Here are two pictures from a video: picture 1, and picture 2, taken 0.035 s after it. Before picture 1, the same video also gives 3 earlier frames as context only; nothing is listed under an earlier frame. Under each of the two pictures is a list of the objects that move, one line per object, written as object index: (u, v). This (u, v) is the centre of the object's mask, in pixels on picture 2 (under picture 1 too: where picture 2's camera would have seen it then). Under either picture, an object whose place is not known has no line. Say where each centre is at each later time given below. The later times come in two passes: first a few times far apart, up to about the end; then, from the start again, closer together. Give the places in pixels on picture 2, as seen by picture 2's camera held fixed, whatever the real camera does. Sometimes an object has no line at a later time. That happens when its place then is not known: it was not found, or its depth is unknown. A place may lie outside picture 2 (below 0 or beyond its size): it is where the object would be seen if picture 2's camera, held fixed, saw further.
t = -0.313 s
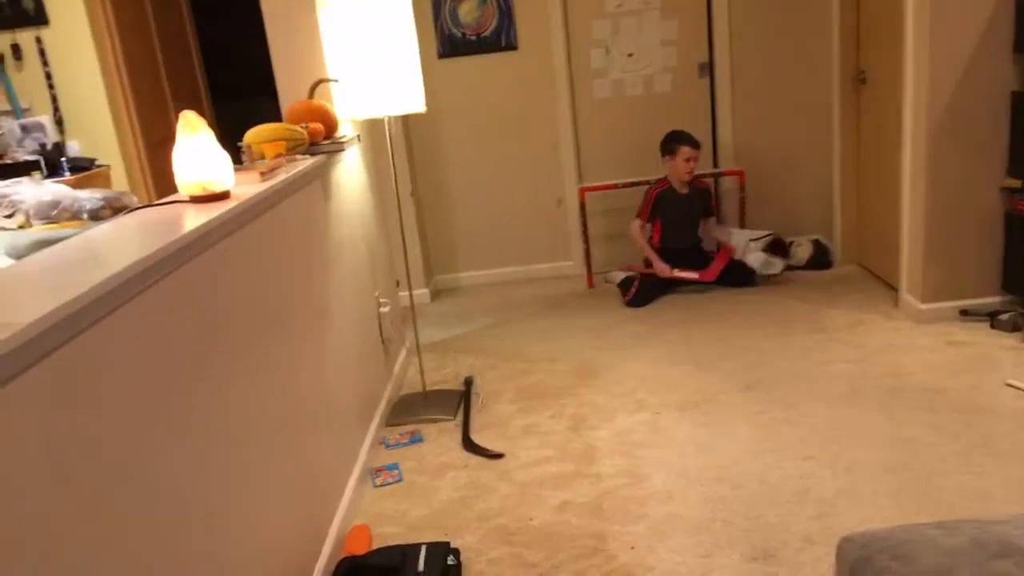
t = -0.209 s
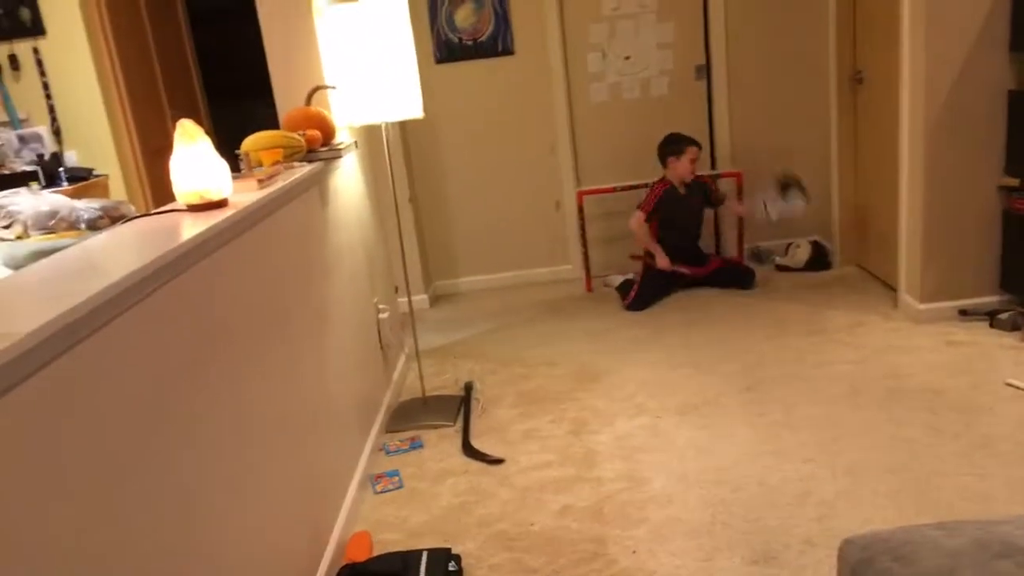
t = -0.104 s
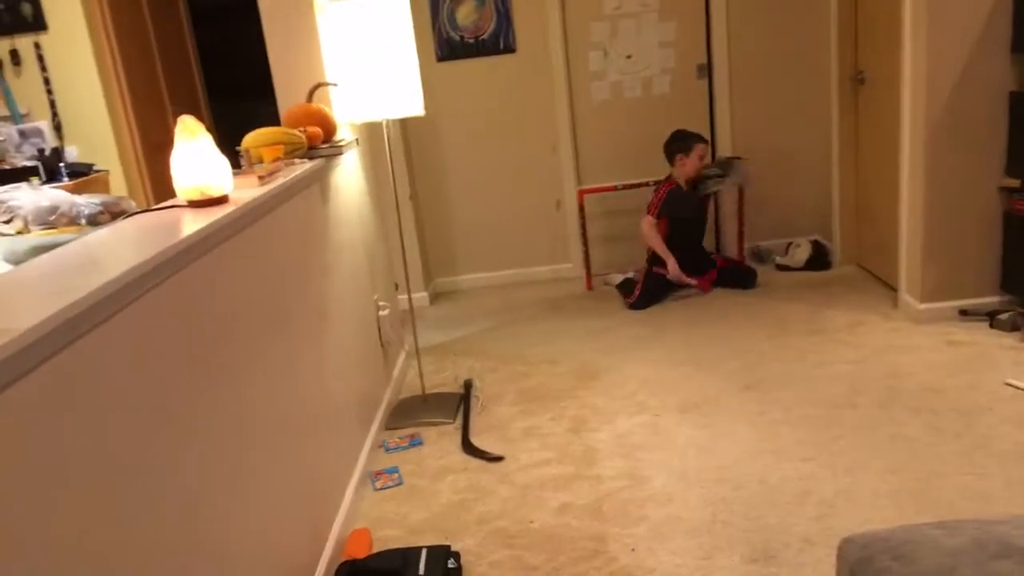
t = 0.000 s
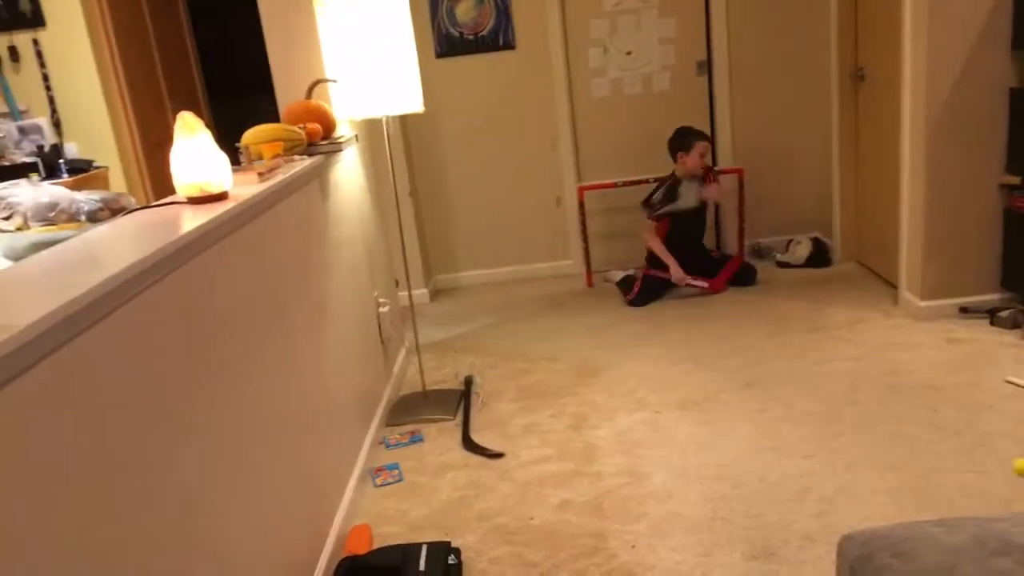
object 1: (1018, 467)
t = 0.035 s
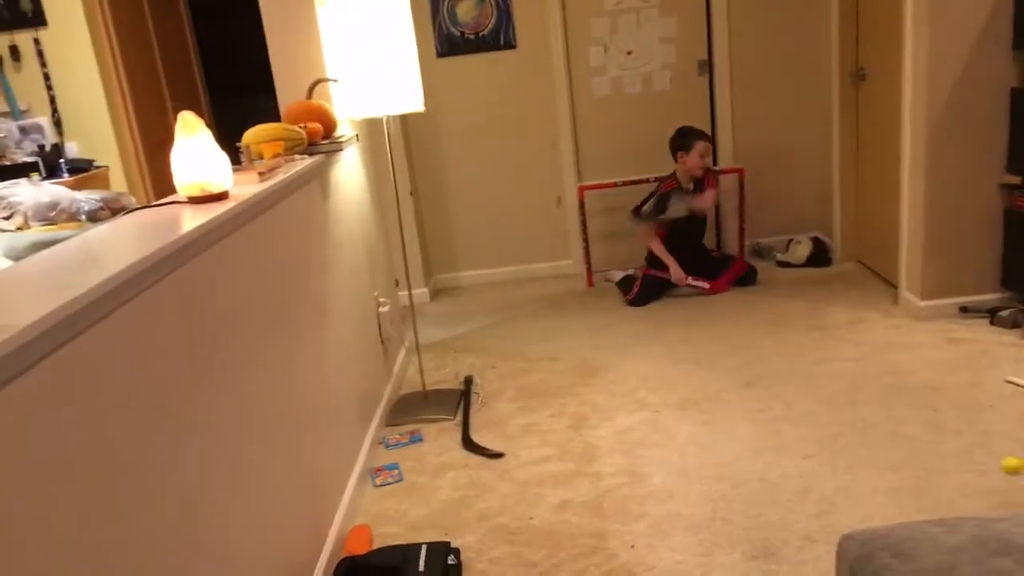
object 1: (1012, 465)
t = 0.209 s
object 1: (978, 437)
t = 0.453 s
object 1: (948, 420)
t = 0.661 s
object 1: (926, 395)
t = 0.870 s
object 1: (909, 375)
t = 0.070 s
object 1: (1001, 468)
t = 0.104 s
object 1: (990, 471)
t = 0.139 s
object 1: (986, 455)
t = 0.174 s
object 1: (982, 444)
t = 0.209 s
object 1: (978, 437)
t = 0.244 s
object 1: (973, 432)
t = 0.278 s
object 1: (971, 432)
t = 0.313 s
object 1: (966, 436)
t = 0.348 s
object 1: (961, 435)
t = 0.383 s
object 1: (957, 428)
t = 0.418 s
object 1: (952, 423)
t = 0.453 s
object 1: (948, 420)
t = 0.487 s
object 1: (943, 413)
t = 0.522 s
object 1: (939, 409)
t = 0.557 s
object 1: (935, 407)
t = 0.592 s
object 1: (932, 402)
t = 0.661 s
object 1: (926, 395)
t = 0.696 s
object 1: (923, 391)
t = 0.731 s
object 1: (920, 387)
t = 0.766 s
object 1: (917, 384)
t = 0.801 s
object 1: (915, 381)
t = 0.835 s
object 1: (912, 379)
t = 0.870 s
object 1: (909, 375)
